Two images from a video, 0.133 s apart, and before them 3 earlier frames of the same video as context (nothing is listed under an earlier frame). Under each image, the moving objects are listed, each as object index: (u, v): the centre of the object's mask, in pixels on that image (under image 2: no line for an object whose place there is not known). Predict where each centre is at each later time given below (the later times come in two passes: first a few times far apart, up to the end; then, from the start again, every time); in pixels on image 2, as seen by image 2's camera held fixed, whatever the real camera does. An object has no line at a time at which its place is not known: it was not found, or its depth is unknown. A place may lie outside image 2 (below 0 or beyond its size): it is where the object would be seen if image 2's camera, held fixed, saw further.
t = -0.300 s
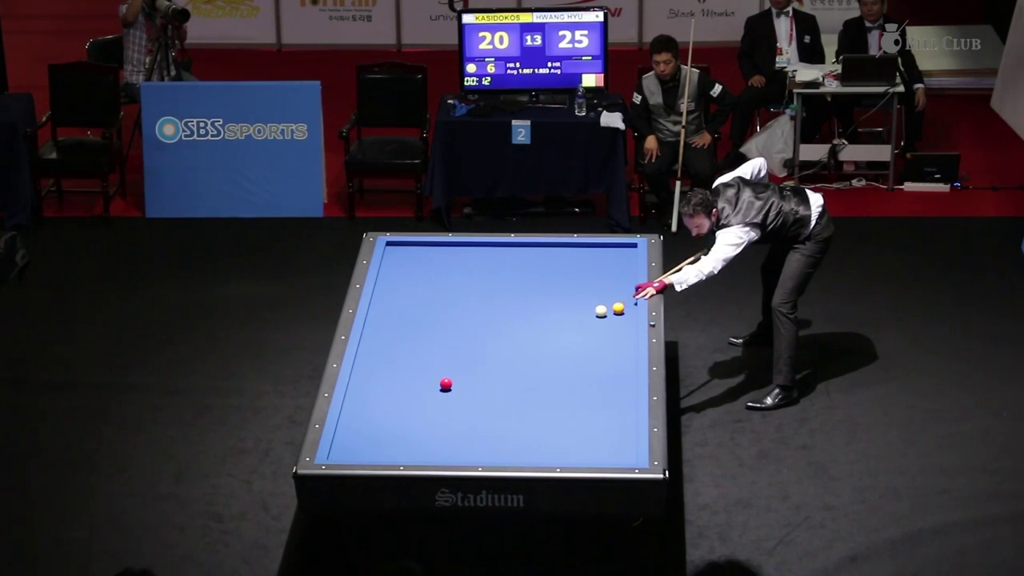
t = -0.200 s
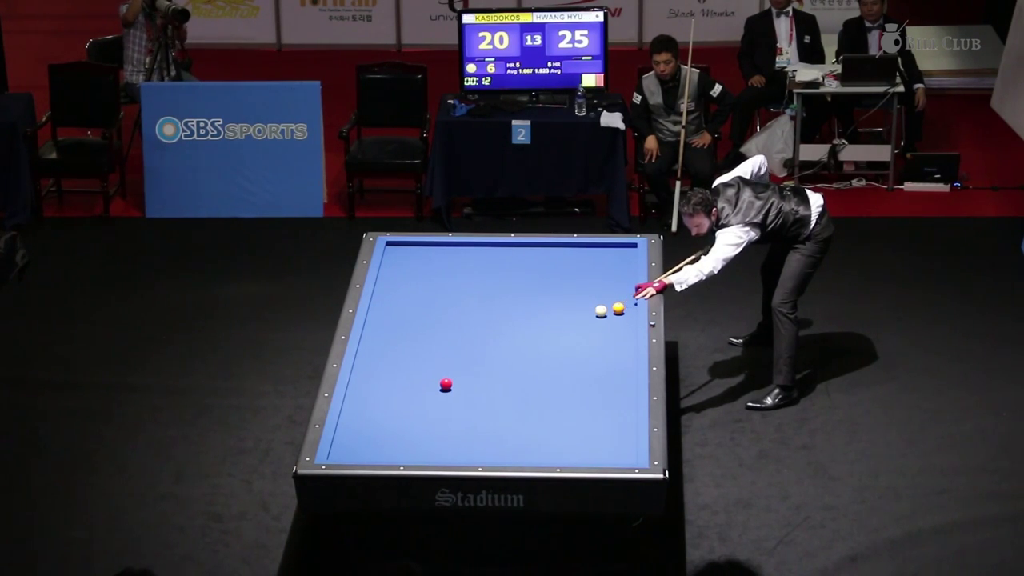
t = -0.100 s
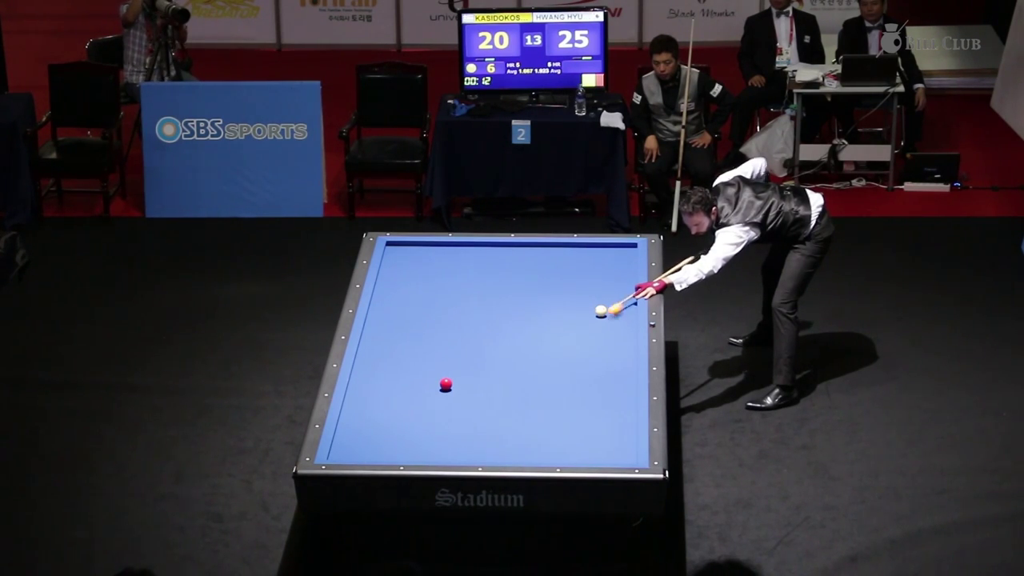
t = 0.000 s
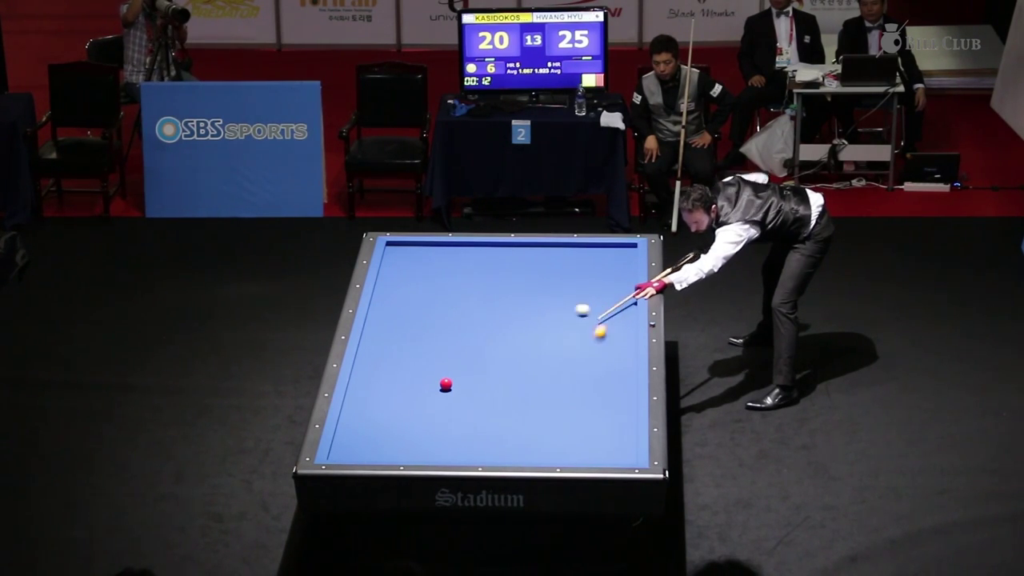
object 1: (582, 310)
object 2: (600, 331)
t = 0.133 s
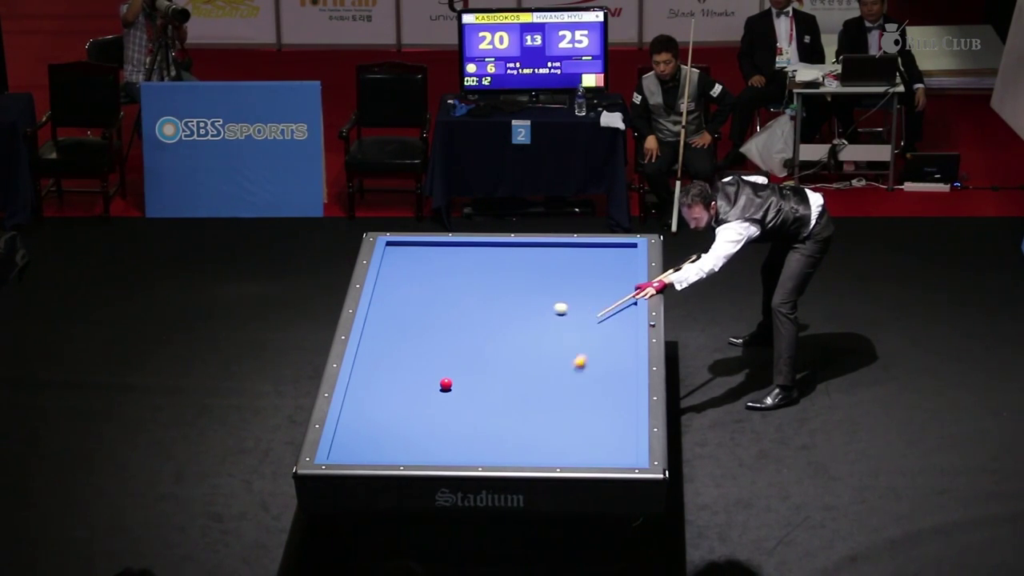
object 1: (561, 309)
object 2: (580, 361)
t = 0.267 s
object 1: (540, 307)
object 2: (557, 391)
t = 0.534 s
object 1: (501, 305)
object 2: (506, 454)
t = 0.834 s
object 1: (458, 302)
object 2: (443, 405)
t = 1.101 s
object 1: (420, 300)
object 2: (393, 367)
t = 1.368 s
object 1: (383, 298)
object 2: (380, 337)
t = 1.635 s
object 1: (396, 297)
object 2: (418, 311)
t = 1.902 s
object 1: (418, 296)
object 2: (451, 287)
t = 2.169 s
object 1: (438, 296)
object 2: (483, 264)
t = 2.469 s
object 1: (461, 295)
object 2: (518, 247)
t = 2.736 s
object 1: (480, 295)
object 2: (553, 262)
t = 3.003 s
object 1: (499, 294)
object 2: (588, 275)
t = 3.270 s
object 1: (518, 294)
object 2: (623, 289)
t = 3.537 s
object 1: (536, 293)
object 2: (613, 302)
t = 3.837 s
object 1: (555, 293)
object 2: (589, 316)
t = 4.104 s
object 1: (571, 292)
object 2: (567, 330)
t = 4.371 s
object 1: (587, 292)
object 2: (545, 343)
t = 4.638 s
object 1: (603, 291)
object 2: (522, 357)
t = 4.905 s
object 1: (617, 291)
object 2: (500, 370)
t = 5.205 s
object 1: (631, 290)
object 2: (474, 385)
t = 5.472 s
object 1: (623, 290)
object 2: (451, 399)
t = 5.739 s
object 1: (616, 289)
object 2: (427, 412)
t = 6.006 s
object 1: (609, 289)
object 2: (404, 426)
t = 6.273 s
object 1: (602, 289)
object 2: (380, 440)
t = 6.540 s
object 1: (596, 288)
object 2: (356, 453)
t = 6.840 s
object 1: (590, 288)
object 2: (336, 452)
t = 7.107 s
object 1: (585, 288)
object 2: (351, 443)
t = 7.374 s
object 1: (580, 288)
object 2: (364, 436)
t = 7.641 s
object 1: (576, 288)
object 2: (378, 428)
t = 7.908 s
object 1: (572, 287)
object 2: (390, 421)
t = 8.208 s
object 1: (568, 287)
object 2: (403, 414)
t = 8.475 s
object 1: (565, 287)
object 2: (415, 407)
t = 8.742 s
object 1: (563, 287)
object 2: (426, 401)
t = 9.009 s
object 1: (561, 287)
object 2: (436, 395)
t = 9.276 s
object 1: (560, 287)
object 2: (446, 389)
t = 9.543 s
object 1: (559, 287)
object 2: (456, 387)
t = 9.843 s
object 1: (558, 287)
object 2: (467, 386)
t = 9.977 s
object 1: (558, 287)
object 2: (471, 385)
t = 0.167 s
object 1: (555, 308)
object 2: (574, 368)
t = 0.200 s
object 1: (550, 308)
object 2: (569, 375)
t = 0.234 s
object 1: (545, 308)
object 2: (562, 383)
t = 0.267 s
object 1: (540, 307)
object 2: (557, 391)
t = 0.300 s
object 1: (535, 307)
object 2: (550, 398)
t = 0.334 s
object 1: (530, 307)
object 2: (544, 406)
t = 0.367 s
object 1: (525, 307)
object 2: (538, 414)
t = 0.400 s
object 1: (521, 306)
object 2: (532, 422)
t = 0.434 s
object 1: (515, 306)
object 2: (525, 430)
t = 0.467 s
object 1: (511, 305)
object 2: (519, 438)
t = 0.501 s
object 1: (506, 305)
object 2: (512, 446)
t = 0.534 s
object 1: (501, 305)
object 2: (506, 454)
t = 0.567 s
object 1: (496, 305)
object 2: (498, 456)
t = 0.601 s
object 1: (491, 304)
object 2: (491, 450)
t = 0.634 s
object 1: (486, 304)
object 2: (484, 443)
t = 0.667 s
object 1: (481, 304)
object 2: (477, 436)
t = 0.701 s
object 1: (477, 304)
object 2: (470, 430)
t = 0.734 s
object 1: (472, 303)
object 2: (463, 423)
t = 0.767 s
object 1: (467, 303)
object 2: (456, 417)
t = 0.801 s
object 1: (462, 303)
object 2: (450, 411)
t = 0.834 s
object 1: (458, 302)
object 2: (443, 405)
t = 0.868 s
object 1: (453, 302)
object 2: (436, 400)
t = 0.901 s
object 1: (448, 302)
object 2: (430, 395)
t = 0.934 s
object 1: (443, 301)
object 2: (424, 390)
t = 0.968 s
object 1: (439, 301)
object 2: (418, 385)
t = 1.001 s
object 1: (434, 301)
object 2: (411, 381)
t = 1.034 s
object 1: (429, 301)
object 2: (405, 376)
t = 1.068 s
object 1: (425, 300)
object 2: (399, 372)
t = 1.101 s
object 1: (420, 300)
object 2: (393, 367)
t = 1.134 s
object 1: (415, 300)
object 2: (387, 363)
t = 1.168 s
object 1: (410, 299)
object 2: (382, 359)
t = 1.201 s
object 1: (406, 299)
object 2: (376, 355)
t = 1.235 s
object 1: (401, 299)
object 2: (370, 351)
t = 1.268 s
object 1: (397, 298)
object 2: (364, 347)
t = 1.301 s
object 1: (392, 298)
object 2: (367, 344)
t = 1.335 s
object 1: (388, 298)
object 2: (374, 340)
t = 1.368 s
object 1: (383, 298)
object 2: (380, 337)
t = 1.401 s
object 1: (378, 298)
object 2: (385, 334)
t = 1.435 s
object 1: (378, 297)
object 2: (391, 330)
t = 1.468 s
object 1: (381, 297)
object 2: (395, 327)
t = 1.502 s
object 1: (385, 297)
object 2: (400, 324)
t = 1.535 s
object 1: (388, 297)
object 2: (404, 321)
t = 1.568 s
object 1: (390, 297)
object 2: (409, 317)
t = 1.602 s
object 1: (393, 297)
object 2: (413, 314)
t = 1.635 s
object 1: (396, 297)
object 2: (418, 311)
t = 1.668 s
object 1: (399, 297)
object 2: (422, 308)
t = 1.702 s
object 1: (401, 297)
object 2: (426, 305)
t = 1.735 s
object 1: (404, 297)
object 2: (430, 302)
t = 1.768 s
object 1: (407, 297)
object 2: (435, 299)
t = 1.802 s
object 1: (409, 297)
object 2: (439, 296)
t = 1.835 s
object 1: (412, 297)
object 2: (443, 293)
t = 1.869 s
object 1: (415, 297)
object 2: (447, 290)
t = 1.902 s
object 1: (418, 296)
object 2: (451, 287)
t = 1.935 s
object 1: (420, 296)
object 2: (455, 284)
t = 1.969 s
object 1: (422, 297)
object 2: (459, 281)
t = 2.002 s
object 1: (425, 296)
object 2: (463, 278)
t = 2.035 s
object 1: (428, 296)
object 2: (467, 275)
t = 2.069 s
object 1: (430, 296)
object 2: (471, 272)
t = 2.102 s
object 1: (433, 296)
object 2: (475, 270)
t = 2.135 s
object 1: (435, 296)
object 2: (479, 267)
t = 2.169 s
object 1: (438, 296)
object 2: (483, 264)
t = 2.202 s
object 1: (441, 296)
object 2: (487, 261)
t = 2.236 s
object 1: (443, 296)
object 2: (491, 258)
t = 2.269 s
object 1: (446, 296)
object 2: (494, 256)
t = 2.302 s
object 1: (448, 296)
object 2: (498, 253)
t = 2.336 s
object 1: (451, 296)
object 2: (502, 250)
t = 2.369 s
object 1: (453, 295)
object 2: (506, 247)
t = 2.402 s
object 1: (456, 296)
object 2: (509, 245)
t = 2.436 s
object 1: (459, 295)
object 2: (513, 245)
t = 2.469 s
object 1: (461, 295)
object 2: (518, 247)
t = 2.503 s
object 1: (463, 295)
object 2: (522, 249)
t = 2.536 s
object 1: (466, 295)
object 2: (527, 252)
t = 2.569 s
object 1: (468, 295)
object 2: (531, 254)
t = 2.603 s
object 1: (471, 295)
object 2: (536, 256)
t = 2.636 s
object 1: (473, 295)
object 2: (540, 257)
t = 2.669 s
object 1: (476, 295)
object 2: (544, 259)
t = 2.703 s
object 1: (478, 295)
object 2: (548, 261)
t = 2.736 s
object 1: (480, 295)
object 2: (553, 262)
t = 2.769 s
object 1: (483, 295)
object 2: (557, 264)
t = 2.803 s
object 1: (485, 295)
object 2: (561, 265)
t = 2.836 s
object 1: (488, 295)
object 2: (566, 267)
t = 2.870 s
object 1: (490, 295)
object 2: (570, 269)
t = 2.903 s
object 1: (492, 295)
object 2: (575, 270)
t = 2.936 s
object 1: (495, 295)
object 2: (579, 272)
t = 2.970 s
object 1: (497, 294)
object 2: (583, 274)
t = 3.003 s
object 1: (499, 294)
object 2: (588, 275)
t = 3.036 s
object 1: (502, 294)
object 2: (592, 277)
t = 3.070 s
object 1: (504, 294)
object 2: (596, 279)
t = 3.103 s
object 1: (506, 294)
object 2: (601, 280)
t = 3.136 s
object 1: (509, 294)
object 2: (605, 282)
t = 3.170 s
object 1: (511, 294)
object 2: (610, 284)
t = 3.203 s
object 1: (513, 294)
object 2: (614, 286)
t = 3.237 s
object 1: (516, 294)
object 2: (619, 287)
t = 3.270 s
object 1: (518, 294)
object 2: (623, 289)
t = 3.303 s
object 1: (520, 294)
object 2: (627, 290)
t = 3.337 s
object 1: (522, 294)
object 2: (631, 292)
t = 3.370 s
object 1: (525, 294)
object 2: (628, 294)
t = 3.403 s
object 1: (527, 294)
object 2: (625, 295)
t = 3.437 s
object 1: (529, 294)
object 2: (622, 297)
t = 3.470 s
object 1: (531, 294)
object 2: (619, 299)
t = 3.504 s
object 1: (533, 293)
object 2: (616, 300)
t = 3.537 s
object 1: (536, 293)
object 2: (613, 302)
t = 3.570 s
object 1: (538, 293)
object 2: (611, 304)
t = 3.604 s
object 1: (540, 293)
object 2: (608, 305)
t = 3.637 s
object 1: (542, 293)
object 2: (605, 307)
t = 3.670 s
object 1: (544, 293)
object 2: (603, 308)
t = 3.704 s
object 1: (546, 293)
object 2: (600, 310)
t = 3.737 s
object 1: (548, 293)
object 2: (597, 312)
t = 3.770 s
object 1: (551, 293)
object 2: (595, 313)
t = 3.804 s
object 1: (553, 293)
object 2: (592, 315)
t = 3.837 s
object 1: (555, 293)
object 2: (589, 316)
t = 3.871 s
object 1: (557, 293)
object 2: (586, 318)
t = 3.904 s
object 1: (559, 293)
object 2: (584, 320)
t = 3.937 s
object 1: (561, 293)
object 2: (581, 321)
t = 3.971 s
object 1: (563, 293)
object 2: (578, 323)
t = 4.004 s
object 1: (565, 293)
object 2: (575, 325)
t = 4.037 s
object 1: (567, 292)
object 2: (573, 327)
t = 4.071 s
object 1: (569, 292)
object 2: (570, 328)
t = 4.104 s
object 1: (571, 292)
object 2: (567, 330)
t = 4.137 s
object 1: (574, 292)
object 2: (564, 332)
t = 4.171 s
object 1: (576, 292)
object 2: (562, 333)
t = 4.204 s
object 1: (578, 292)
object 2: (559, 335)
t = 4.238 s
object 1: (579, 292)
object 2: (556, 336)
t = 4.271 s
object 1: (582, 292)
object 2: (553, 338)
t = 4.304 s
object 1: (583, 292)
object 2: (550, 340)
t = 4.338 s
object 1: (585, 292)
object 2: (548, 341)
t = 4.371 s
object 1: (587, 292)
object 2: (545, 343)
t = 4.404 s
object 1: (589, 292)
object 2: (542, 345)
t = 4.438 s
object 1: (591, 292)
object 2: (539, 347)
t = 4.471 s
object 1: (593, 292)
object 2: (537, 348)
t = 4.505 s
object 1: (595, 291)
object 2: (534, 350)
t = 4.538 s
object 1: (597, 291)
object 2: (531, 351)
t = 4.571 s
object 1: (599, 291)
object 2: (528, 353)
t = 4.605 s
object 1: (601, 291)
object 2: (525, 355)
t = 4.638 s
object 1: (603, 291)
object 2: (522, 357)
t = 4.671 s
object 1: (605, 291)
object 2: (520, 358)
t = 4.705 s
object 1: (607, 291)
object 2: (517, 360)
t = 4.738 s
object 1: (608, 291)
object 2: (514, 361)
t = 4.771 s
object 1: (610, 291)
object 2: (511, 363)
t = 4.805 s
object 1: (612, 291)
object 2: (508, 365)
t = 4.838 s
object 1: (614, 291)
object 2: (505, 366)
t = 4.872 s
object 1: (616, 291)
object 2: (502, 368)
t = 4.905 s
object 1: (617, 291)
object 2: (500, 370)
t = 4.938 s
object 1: (619, 290)
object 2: (497, 371)
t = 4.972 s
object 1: (621, 291)
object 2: (494, 374)
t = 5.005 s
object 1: (623, 290)
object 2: (491, 375)
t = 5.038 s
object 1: (624, 290)
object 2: (488, 377)
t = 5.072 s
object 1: (626, 291)
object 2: (485, 378)
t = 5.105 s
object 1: (628, 290)
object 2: (483, 380)
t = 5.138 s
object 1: (630, 290)
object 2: (480, 382)
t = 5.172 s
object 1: (631, 290)
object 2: (477, 384)
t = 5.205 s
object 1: (631, 290)
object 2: (474, 385)
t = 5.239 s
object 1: (630, 290)
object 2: (471, 387)
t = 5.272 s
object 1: (629, 290)
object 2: (468, 389)
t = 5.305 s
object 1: (628, 290)
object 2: (465, 390)
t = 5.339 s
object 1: (627, 290)
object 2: (462, 392)
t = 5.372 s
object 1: (626, 290)
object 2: (460, 394)
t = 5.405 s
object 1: (625, 290)
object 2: (457, 396)
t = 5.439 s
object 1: (624, 290)
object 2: (454, 397)
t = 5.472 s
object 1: (623, 290)
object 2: (451, 399)
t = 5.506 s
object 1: (622, 290)
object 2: (448, 400)
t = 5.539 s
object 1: (621, 290)
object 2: (445, 402)
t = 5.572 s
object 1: (620, 290)
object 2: (442, 404)
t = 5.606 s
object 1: (619, 290)
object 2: (439, 406)
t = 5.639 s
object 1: (618, 290)
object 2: (436, 407)
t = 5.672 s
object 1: (617, 290)
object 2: (433, 409)
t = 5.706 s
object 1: (616, 289)
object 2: (430, 411)
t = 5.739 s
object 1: (616, 289)
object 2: (427, 412)
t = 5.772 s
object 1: (614, 289)
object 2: (424, 414)
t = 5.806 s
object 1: (614, 289)
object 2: (421, 416)
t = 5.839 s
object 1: (613, 289)
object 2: (418, 417)
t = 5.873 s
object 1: (612, 289)
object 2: (415, 419)
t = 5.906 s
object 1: (611, 289)
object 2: (413, 421)
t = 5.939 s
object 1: (610, 289)
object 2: (410, 423)
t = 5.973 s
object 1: (609, 289)
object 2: (407, 424)
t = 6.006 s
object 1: (609, 289)
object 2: (404, 426)
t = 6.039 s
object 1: (608, 289)
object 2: (401, 428)
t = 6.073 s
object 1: (607, 289)
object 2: (398, 430)
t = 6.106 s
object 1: (606, 289)
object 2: (395, 431)
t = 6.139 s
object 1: (605, 289)
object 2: (392, 433)
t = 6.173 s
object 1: (604, 289)
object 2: (389, 435)
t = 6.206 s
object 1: (604, 289)
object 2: (386, 437)
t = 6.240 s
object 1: (603, 289)
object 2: (383, 438)
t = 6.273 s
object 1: (602, 289)
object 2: (380, 440)
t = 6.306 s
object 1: (601, 289)
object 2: (377, 442)
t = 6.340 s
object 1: (600, 289)
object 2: (374, 444)
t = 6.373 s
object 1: (600, 289)
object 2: (371, 445)
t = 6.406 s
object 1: (599, 288)
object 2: (368, 447)
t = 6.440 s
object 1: (598, 288)
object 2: (365, 449)
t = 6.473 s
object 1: (597, 289)
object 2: (362, 451)
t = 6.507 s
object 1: (597, 288)
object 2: (359, 452)
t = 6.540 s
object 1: (596, 288)
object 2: (356, 453)
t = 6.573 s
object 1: (595, 288)
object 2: (353, 455)
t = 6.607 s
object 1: (595, 288)
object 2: (351, 455)
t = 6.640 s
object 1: (594, 288)
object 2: (348, 456)
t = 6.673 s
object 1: (593, 288)
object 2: (345, 455)
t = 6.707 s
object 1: (592, 288)
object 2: (343, 454)
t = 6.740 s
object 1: (592, 288)
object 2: (340, 454)
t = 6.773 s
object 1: (591, 288)
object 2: (339, 453)
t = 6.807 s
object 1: (590, 288)
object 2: (336, 452)
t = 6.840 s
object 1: (590, 288)
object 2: (336, 452)
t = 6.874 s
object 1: (589, 288)
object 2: (338, 450)
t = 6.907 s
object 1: (588, 288)
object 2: (340, 449)
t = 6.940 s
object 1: (588, 288)
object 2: (342, 448)
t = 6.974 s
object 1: (587, 288)
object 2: (344, 447)
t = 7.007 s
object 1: (586, 288)
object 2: (346, 446)
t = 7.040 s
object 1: (586, 288)
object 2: (347, 445)
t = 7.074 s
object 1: (585, 288)
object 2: (349, 444)
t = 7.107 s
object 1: (585, 288)
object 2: (351, 443)
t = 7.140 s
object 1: (584, 288)
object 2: (352, 442)
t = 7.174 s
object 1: (583, 288)
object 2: (354, 441)
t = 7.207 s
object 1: (583, 288)
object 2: (356, 440)
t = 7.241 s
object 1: (582, 288)
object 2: (358, 440)
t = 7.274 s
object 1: (582, 288)
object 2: (359, 438)
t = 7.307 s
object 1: (581, 288)
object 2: (361, 437)
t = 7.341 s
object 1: (580, 288)
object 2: (363, 437)
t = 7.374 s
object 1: (580, 288)
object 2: (364, 436)
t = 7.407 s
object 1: (579, 288)
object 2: (366, 435)
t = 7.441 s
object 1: (579, 288)
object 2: (368, 433)
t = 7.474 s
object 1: (578, 288)
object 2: (369, 433)
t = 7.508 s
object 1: (578, 288)
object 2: (371, 432)
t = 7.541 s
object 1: (577, 288)
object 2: (373, 431)
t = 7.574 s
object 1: (577, 288)
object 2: (374, 430)
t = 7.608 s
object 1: (576, 288)
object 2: (376, 429)
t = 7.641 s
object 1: (576, 288)
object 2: (378, 428)
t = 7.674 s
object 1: (575, 287)
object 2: (379, 427)
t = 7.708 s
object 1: (575, 288)
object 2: (381, 426)
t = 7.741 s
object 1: (574, 288)
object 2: (382, 426)
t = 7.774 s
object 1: (574, 288)
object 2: (384, 425)
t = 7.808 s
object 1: (573, 288)
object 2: (385, 424)
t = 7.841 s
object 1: (573, 287)
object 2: (387, 423)
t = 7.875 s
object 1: (572, 287)
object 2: (388, 422)
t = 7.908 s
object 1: (572, 287)
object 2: (390, 421)
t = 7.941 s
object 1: (571, 287)
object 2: (391, 421)
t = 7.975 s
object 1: (571, 287)
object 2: (393, 420)
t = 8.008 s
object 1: (570, 287)
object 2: (394, 418)
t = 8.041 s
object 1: (570, 287)
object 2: (396, 418)
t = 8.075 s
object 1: (569, 287)
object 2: (398, 417)
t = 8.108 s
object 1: (569, 287)
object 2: (399, 416)
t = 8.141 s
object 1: (569, 287)
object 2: (401, 415)
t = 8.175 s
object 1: (568, 287)
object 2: (402, 414)
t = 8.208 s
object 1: (568, 287)
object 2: (403, 414)
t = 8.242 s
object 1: (568, 287)
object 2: (405, 412)
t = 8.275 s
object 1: (567, 287)
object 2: (406, 412)
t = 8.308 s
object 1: (567, 287)
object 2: (408, 411)
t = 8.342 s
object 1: (566, 287)
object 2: (409, 410)
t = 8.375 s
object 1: (566, 287)
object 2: (411, 409)
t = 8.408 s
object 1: (566, 287)
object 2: (412, 409)
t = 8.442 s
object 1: (566, 287)
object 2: (414, 408)
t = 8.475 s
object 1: (565, 287)
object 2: (415, 407)
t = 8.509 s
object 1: (565, 287)
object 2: (416, 406)
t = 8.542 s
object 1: (565, 287)
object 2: (418, 405)
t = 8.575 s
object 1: (564, 287)
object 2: (419, 405)
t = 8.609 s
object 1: (564, 287)
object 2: (420, 404)
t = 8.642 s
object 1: (564, 287)
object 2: (422, 403)
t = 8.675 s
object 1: (563, 287)
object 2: (423, 402)
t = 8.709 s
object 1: (563, 287)
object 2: (425, 402)
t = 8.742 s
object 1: (563, 287)
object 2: (426, 401)
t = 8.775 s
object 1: (563, 287)
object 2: (427, 400)
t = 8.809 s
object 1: (563, 287)
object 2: (428, 399)
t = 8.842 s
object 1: (562, 287)
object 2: (430, 398)
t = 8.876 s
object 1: (562, 287)
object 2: (431, 398)
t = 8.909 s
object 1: (562, 287)
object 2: (432, 397)
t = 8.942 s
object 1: (562, 287)
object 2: (434, 397)
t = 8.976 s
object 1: (561, 287)
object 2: (435, 396)
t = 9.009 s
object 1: (561, 287)
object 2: (436, 395)
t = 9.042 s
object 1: (561, 287)
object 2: (437, 394)
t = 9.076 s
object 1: (561, 287)
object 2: (438, 393)
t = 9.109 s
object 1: (560, 287)
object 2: (440, 393)
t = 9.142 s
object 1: (560, 287)
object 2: (441, 392)
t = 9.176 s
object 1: (560, 287)
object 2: (442, 391)
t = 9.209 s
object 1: (560, 287)
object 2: (443, 391)
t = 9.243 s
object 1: (560, 287)
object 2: (445, 390)
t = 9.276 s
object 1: (560, 287)
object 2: (446, 389)
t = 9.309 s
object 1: (560, 287)
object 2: (447, 389)
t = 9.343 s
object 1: (559, 287)
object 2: (448, 388)
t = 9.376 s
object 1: (559, 287)
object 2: (450, 388)
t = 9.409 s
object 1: (559, 287)
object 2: (451, 388)
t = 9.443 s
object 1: (559, 287)
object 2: (452, 388)
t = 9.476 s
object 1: (559, 287)
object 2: (454, 388)
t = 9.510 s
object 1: (559, 287)
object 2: (455, 388)
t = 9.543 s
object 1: (559, 287)
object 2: (456, 387)
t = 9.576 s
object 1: (559, 287)
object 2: (457, 387)
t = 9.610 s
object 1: (558, 287)
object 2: (459, 387)
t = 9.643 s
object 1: (558, 287)
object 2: (460, 387)
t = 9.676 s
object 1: (558, 287)
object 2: (461, 387)
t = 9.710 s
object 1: (558, 287)
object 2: (462, 387)
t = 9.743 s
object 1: (558, 287)
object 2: (463, 386)
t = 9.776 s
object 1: (558, 287)
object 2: (465, 386)
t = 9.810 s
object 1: (558, 287)
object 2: (466, 386)
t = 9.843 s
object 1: (558, 287)
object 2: (467, 386)
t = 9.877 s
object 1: (558, 287)
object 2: (468, 386)
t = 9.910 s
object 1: (558, 287)
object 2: (469, 386)
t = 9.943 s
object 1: (558, 287)
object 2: (470, 385)
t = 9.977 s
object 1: (558, 287)
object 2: (471, 385)
